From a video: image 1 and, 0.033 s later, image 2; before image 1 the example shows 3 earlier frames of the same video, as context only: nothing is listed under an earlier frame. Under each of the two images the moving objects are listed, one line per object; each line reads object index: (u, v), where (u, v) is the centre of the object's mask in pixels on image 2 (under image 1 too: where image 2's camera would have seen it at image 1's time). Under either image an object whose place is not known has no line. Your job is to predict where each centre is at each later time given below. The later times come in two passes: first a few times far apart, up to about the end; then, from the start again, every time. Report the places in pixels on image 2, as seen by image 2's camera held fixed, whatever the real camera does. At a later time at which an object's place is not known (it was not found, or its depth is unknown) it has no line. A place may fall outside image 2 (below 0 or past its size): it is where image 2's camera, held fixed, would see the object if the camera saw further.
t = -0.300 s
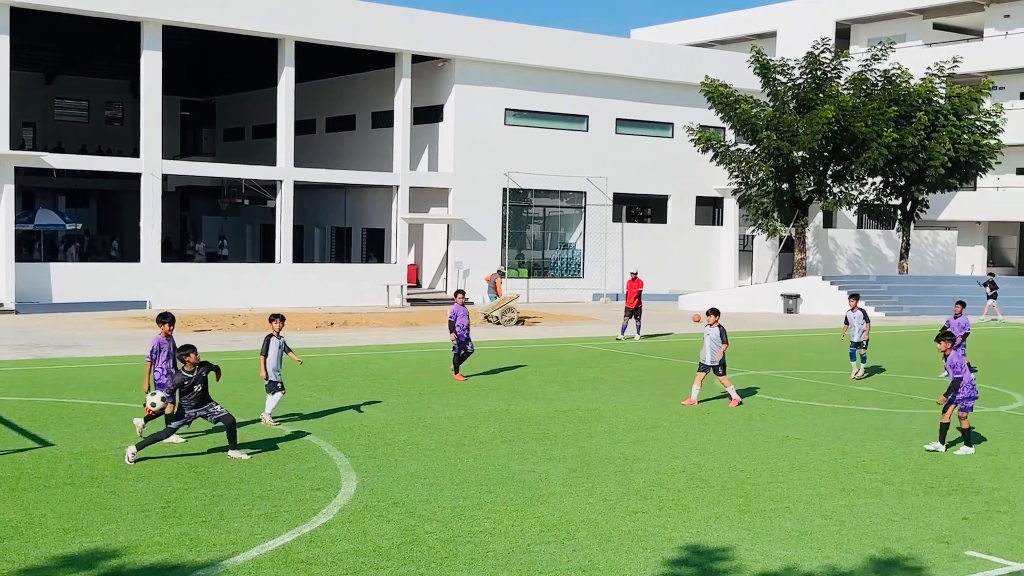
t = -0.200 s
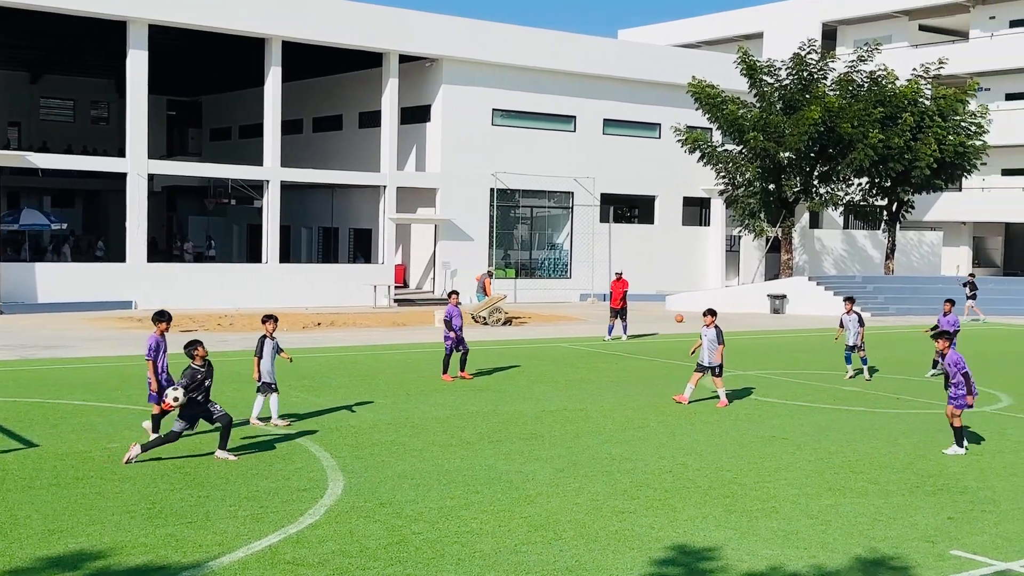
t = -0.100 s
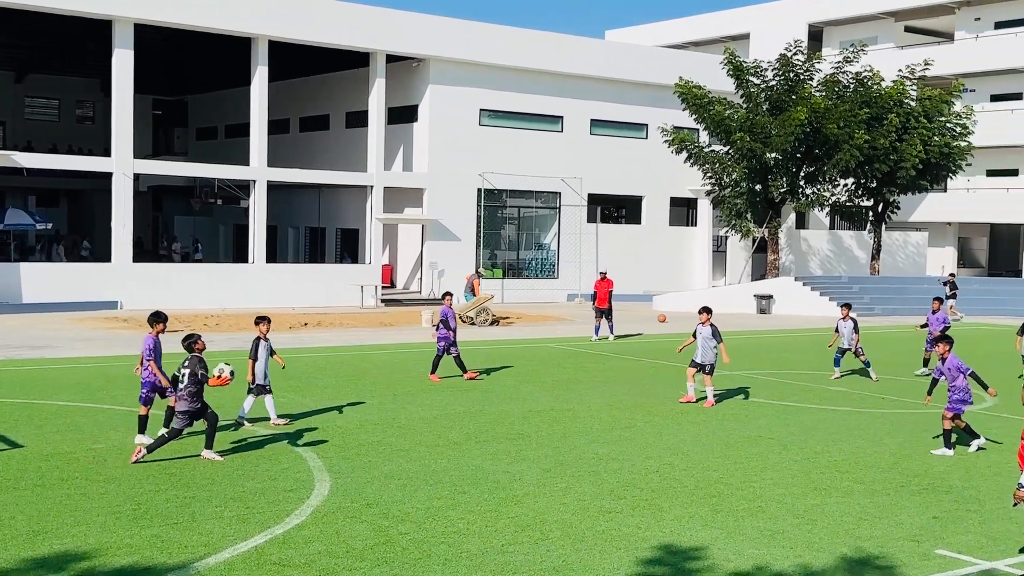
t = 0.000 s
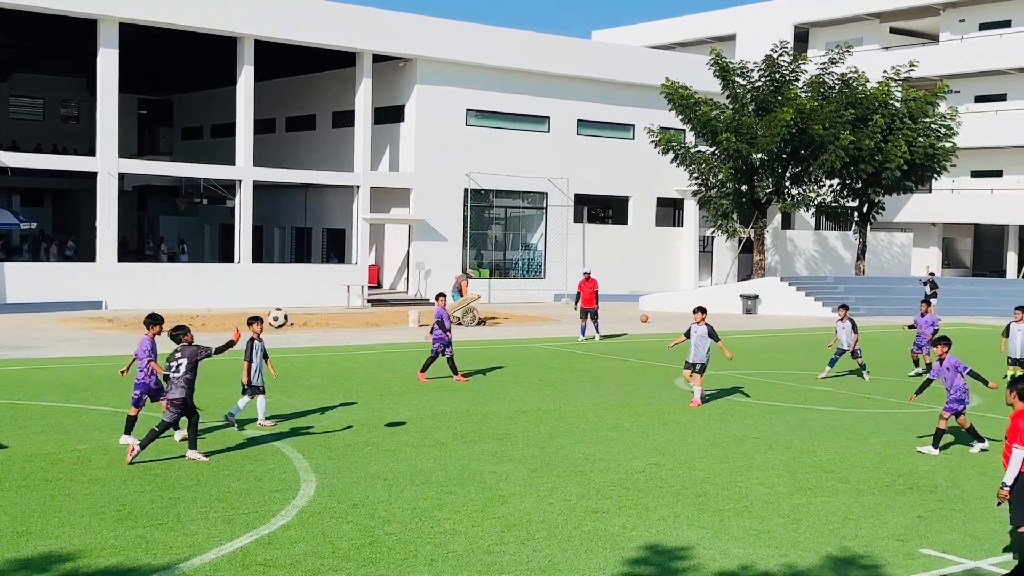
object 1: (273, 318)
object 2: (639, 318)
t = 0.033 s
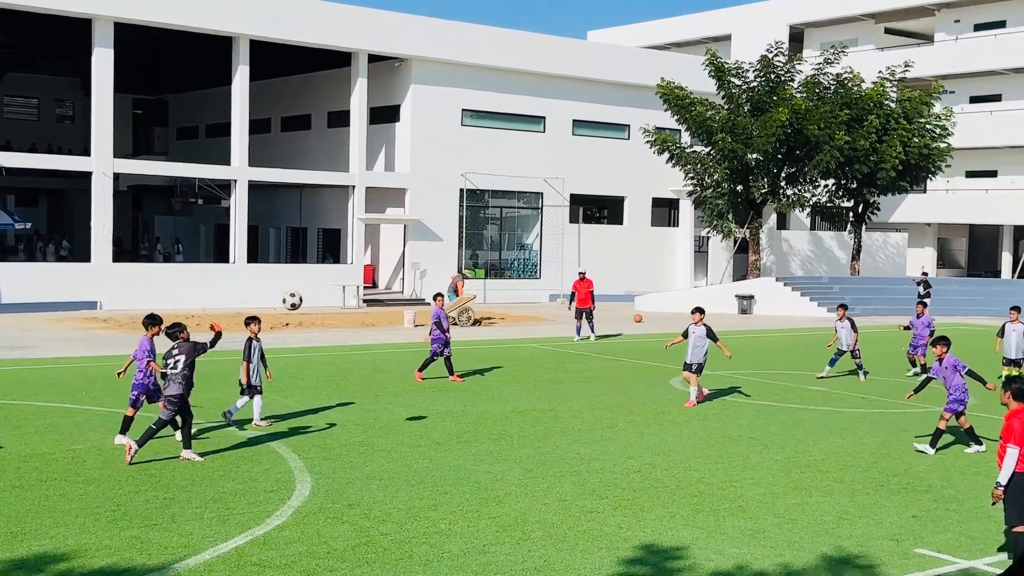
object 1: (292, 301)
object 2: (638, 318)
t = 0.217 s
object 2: (630, 318)
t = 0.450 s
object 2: (621, 317)
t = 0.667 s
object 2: (611, 317)
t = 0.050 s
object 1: (302, 292)
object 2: (637, 318)
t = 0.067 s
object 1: (311, 284)
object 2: (637, 318)
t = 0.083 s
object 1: (320, 277)
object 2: (636, 318)
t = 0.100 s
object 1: (329, 270)
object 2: (635, 318)
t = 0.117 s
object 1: (337, 263)
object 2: (634, 318)
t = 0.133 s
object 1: (346, 257)
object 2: (634, 318)
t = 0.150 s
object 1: (355, 251)
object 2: (633, 318)
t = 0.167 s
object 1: (363, 246)
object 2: (632, 318)
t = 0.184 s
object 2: (632, 318)
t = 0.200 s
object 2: (631, 318)
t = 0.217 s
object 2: (630, 318)
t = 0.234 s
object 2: (629, 318)
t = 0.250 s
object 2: (629, 318)
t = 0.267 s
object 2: (628, 318)
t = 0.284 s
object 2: (627, 318)
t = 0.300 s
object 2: (627, 318)
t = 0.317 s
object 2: (626, 318)
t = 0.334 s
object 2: (625, 318)
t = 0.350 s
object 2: (625, 317)
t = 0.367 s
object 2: (624, 317)
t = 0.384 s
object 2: (623, 317)
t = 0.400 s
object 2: (623, 318)
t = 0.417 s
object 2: (622, 317)
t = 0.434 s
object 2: (621, 317)
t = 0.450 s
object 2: (621, 317)
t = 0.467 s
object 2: (620, 317)
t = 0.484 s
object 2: (619, 317)
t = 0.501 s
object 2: (618, 317)
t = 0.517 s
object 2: (618, 317)
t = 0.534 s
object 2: (617, 317)
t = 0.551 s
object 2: (616, 317)
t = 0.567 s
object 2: (616, 317)
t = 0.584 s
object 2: (615, 317)
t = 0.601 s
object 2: (614, 317)
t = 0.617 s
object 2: (614, 317)
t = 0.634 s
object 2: (613, 317)
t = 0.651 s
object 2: (612, 317)
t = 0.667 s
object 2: (611, 317)
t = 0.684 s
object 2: (611, 317)
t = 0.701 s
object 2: (610, 317)
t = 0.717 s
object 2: (609, 317)
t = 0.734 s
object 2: (609, 317)
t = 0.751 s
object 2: (608, 317)
